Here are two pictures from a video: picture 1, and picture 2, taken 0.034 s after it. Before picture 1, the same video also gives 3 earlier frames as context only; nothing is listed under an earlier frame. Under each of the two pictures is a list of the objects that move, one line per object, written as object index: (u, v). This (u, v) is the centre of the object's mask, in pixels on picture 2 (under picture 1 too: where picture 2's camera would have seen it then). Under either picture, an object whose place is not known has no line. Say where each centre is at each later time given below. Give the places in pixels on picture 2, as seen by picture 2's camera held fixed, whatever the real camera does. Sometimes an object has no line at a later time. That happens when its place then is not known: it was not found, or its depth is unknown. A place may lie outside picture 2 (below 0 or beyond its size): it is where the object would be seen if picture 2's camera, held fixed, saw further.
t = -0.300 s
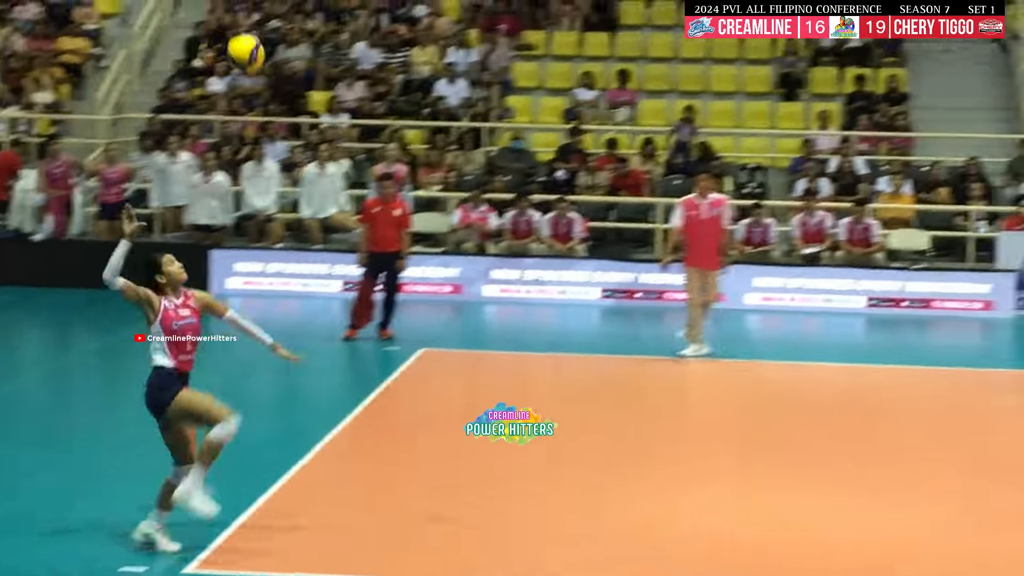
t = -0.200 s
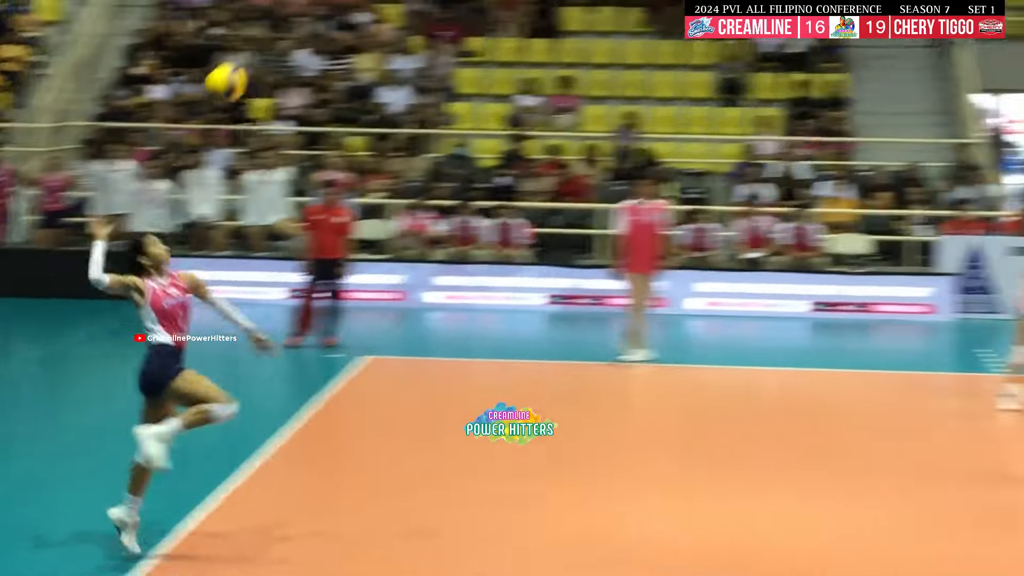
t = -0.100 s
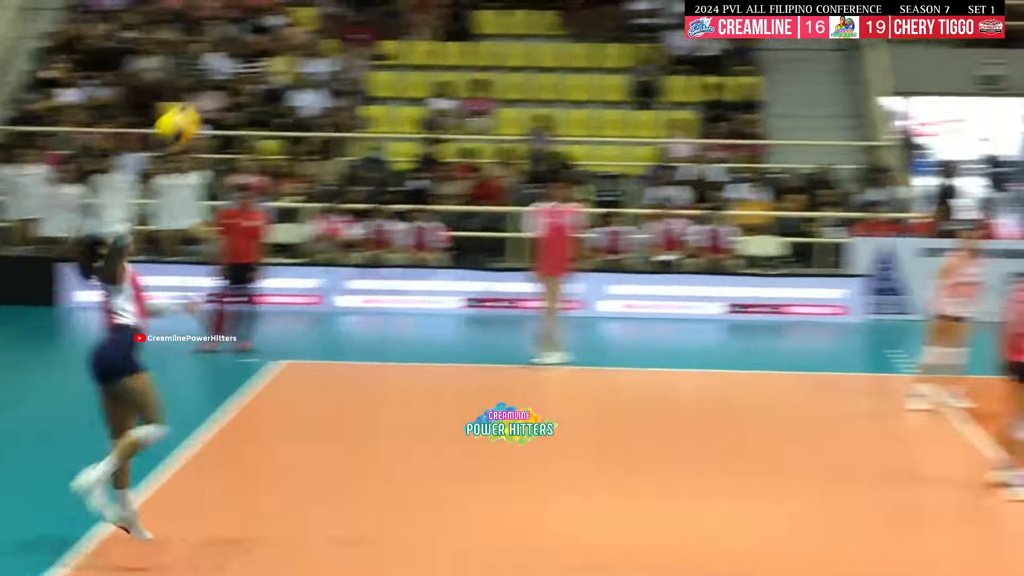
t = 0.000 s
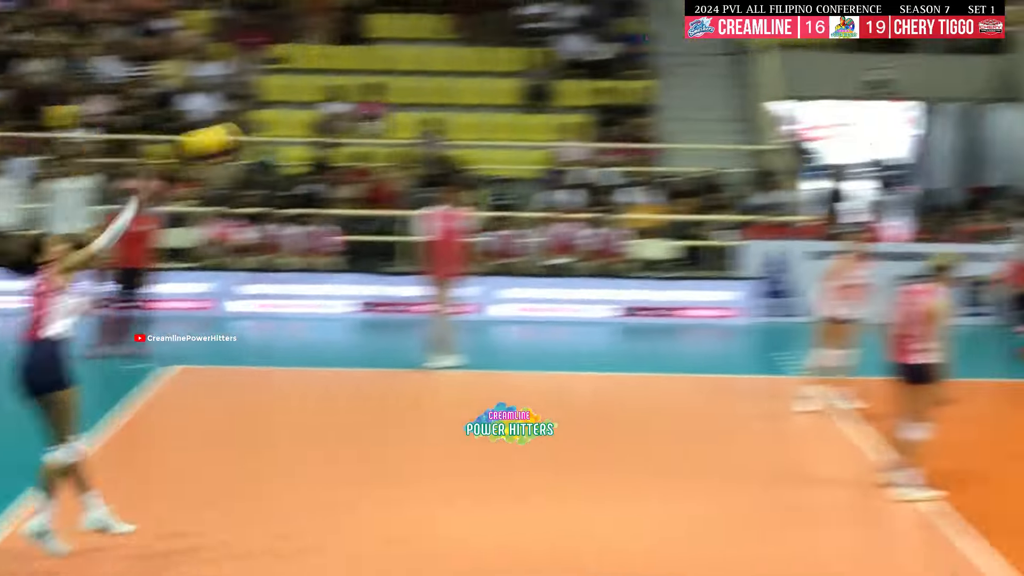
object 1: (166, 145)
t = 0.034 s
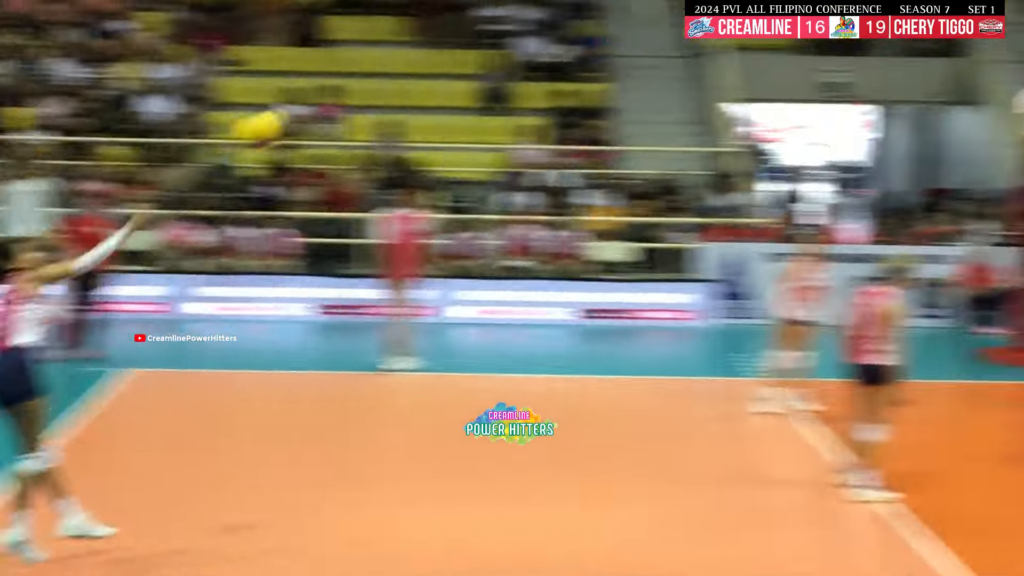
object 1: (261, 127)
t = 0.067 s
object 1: (351, 116)
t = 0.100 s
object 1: (434, 105)
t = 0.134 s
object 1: (511, 96)
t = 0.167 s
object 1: (587, 88)
